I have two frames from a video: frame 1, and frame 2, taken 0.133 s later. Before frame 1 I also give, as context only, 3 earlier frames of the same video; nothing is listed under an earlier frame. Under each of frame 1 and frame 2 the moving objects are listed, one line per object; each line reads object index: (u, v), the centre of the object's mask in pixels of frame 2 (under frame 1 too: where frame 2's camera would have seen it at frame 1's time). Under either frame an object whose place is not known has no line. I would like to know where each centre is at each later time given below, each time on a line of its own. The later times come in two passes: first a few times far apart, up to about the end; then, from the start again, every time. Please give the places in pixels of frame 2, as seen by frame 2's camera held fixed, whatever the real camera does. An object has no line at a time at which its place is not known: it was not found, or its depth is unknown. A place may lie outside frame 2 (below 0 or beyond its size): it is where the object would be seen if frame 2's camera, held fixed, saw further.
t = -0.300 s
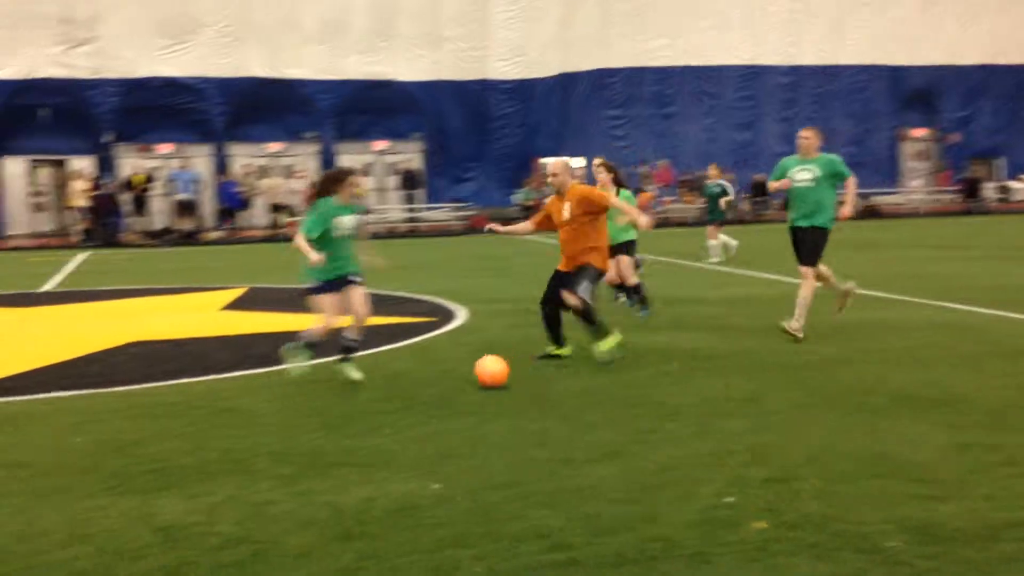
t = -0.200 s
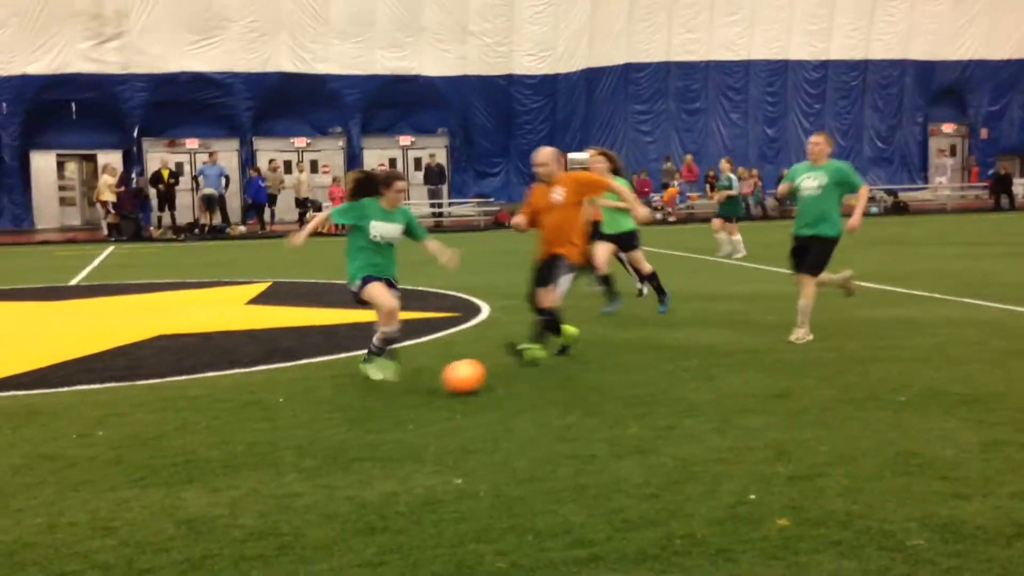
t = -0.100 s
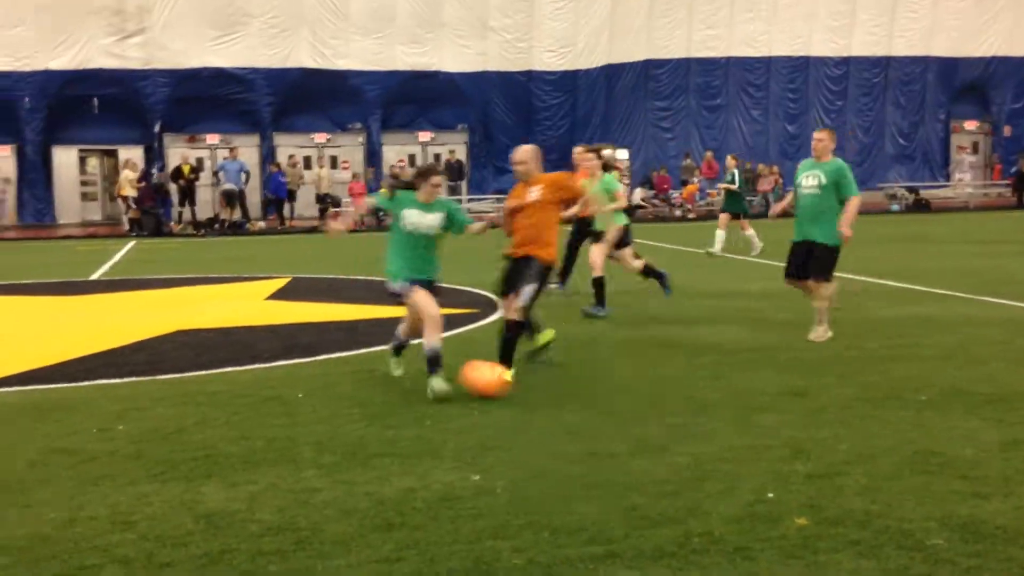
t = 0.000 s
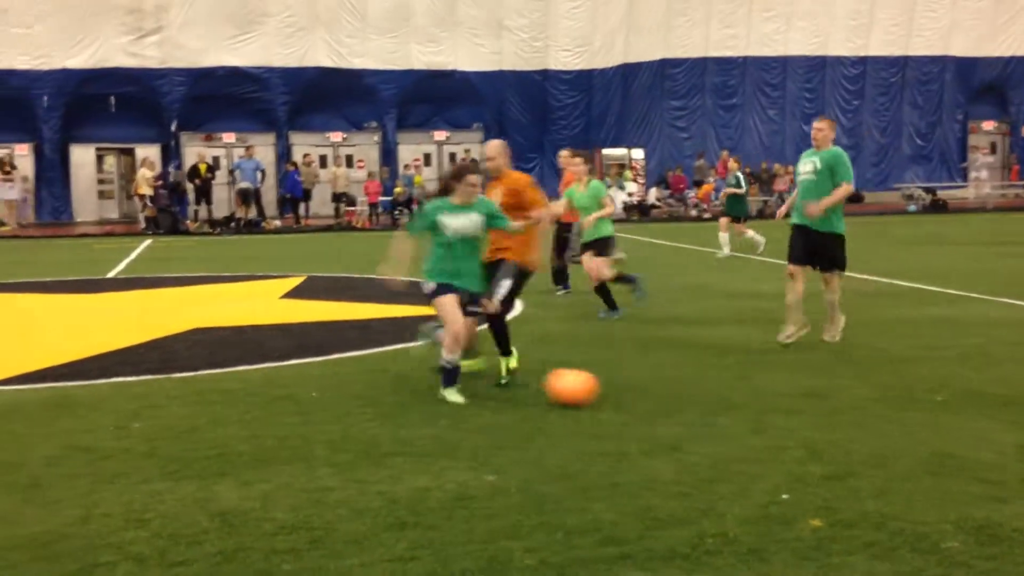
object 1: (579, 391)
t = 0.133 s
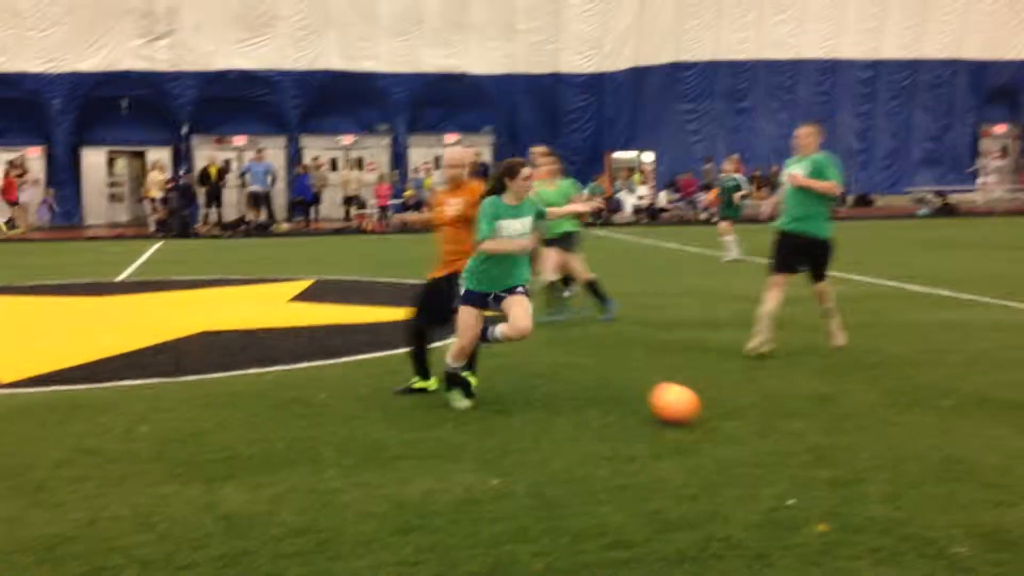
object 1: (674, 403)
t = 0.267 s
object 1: (770, 415)
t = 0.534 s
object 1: (963, 447)
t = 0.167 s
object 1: (698, 408)
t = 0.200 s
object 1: (723, 410)
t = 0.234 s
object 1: (746, 411)
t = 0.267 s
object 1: (770, 415)
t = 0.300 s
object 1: (794, 420)
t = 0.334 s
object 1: (818, 424)
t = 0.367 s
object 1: (842, 426)
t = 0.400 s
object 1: (867, 430)
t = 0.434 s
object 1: (891, 435)
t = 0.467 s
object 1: (913, 437)
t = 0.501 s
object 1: (935, 441)
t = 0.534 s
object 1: (963, 447)
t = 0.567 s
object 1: (986, 451)
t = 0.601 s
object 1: (1010, 456)
